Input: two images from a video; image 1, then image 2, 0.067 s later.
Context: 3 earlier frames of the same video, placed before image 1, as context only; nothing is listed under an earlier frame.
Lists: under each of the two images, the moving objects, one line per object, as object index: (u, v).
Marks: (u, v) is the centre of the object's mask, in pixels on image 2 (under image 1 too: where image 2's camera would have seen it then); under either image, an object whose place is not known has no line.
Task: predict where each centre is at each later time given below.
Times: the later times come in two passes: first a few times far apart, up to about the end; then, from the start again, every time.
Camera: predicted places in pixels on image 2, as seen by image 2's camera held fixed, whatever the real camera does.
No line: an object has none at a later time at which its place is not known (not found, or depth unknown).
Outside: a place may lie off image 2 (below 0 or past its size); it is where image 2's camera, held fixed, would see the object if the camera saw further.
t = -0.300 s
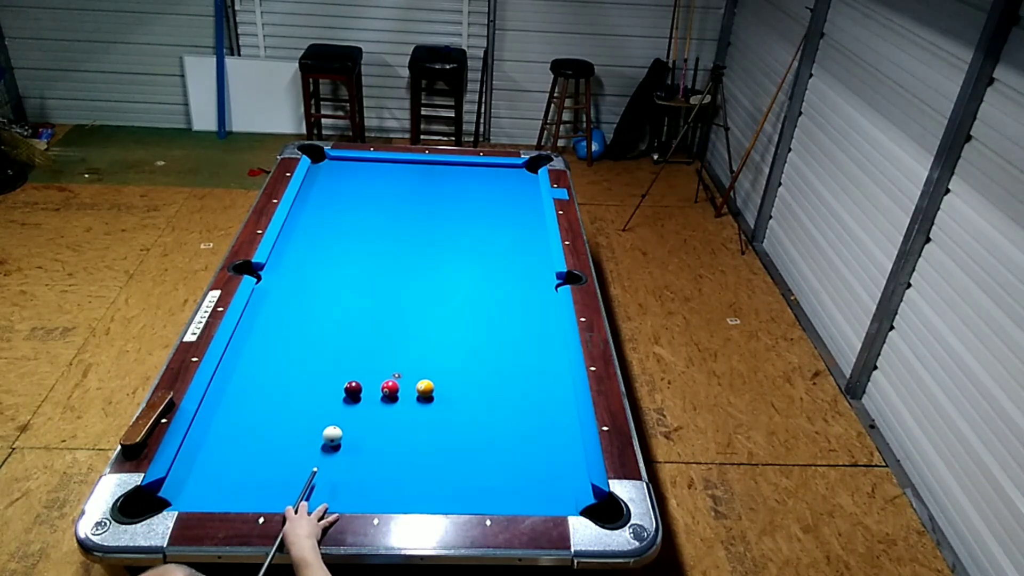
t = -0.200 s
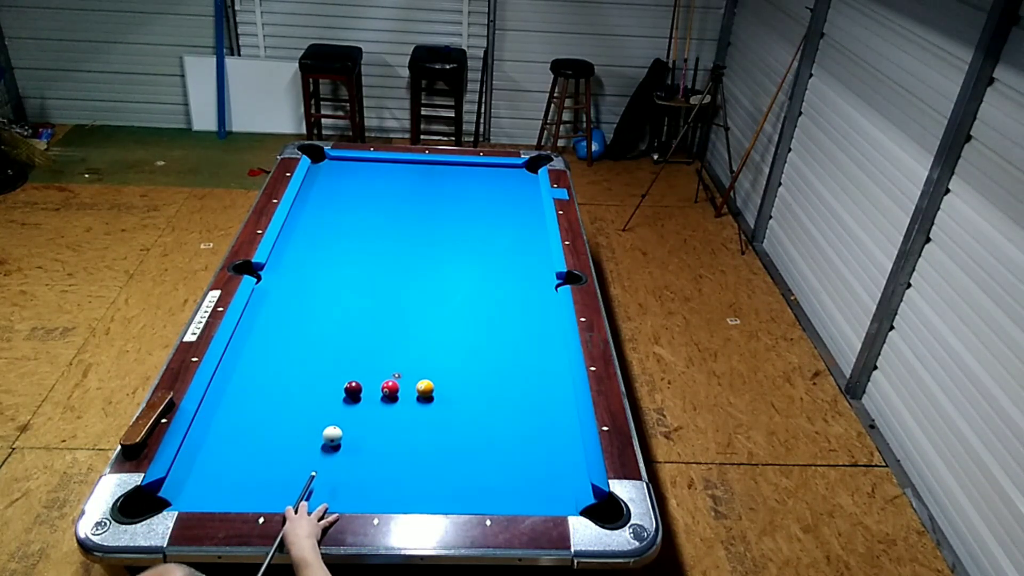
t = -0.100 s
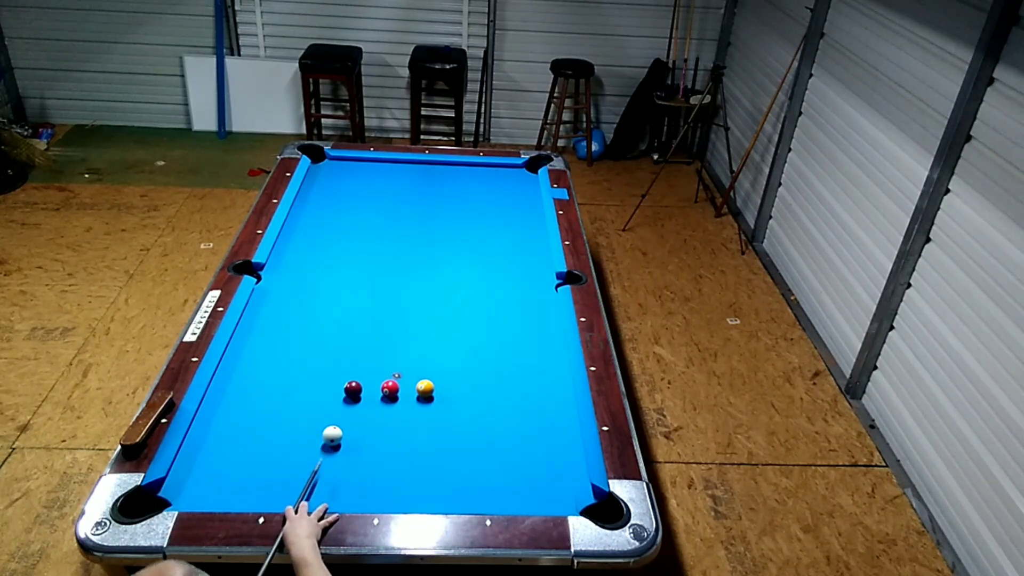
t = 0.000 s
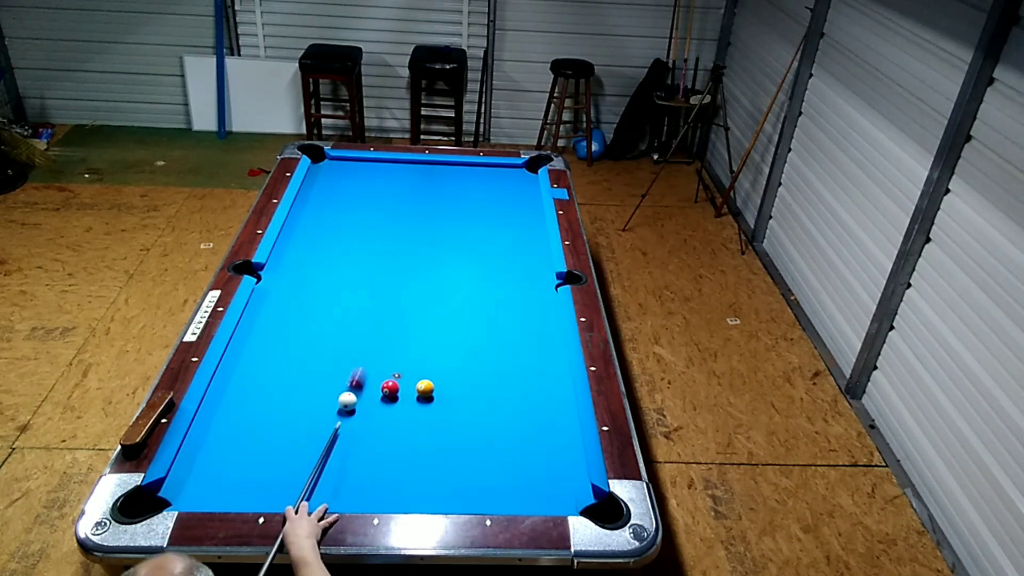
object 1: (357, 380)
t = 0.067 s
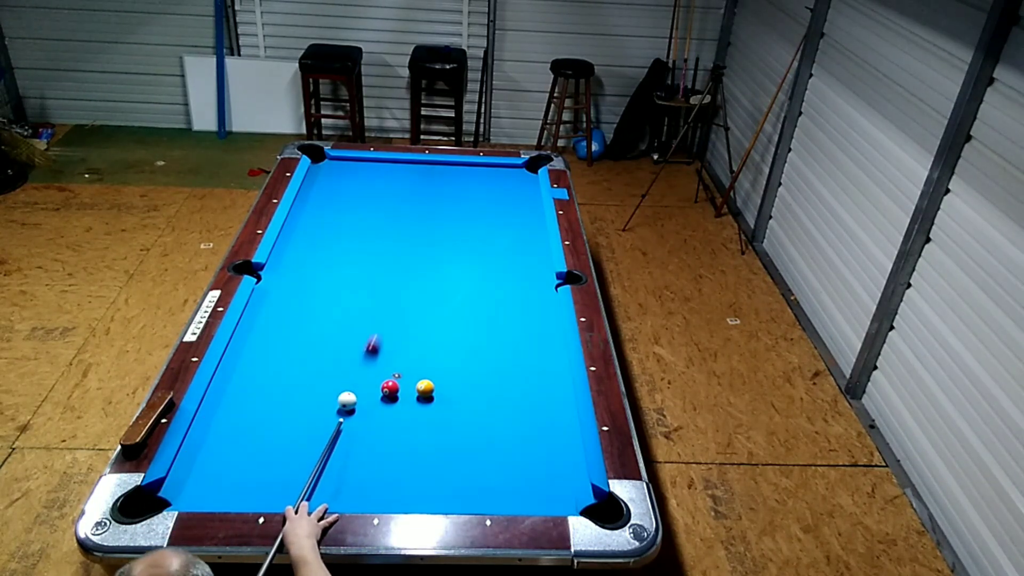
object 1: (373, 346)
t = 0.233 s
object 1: (401, 284)
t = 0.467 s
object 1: (427, 227)
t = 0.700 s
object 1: (448, 183)
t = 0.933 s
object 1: (459, 176)
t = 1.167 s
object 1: (466, 202)
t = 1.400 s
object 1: (473, 226)
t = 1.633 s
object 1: (480, 253)
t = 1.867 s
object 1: (489, 282)
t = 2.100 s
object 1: (499, 315)
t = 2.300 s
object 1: (508, 345)
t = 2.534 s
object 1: (519, 383)
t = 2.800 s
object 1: (534, 433)
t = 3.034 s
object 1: (548, 482)
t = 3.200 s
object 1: (555, 489)
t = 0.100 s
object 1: (379, 331)
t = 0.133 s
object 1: (386, 317)
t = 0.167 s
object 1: (391, 305)
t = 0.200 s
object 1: (396, 295)
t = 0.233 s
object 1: (401, 284)
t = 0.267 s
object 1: (405, 275)
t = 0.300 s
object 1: (409, 266)
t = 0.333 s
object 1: (413, 258)
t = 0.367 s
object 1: (417, 250)
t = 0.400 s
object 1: (420, 242)
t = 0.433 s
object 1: (424, 234)
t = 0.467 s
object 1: (427, 227)
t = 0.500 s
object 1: (430, 220)
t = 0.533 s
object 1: (434, 213)
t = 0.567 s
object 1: (436, 207)
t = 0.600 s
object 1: (440, 200)
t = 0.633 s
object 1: (442, 194)
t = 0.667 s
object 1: (445, 189)
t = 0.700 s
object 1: (448, 183)
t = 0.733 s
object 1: (450, 177)
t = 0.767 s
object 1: (453, 172)
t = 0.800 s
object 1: (455, 166)
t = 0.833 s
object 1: (456, 166)
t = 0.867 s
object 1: (457, 169)
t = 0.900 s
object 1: (458, 173)
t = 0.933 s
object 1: (459, 176)
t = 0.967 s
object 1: (460, 179)
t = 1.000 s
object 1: (460, 182)
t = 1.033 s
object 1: (461, 185)
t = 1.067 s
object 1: (463, 191)
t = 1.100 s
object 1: (464, 195)
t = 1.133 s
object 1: (465, 198)
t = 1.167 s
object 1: (466, 202)
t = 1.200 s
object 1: (467, 205)
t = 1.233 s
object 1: (468, 208)
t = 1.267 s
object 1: (469, 212)
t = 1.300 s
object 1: (469, 215)
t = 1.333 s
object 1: (470, 219)
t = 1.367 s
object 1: (472, 222)
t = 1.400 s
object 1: (473, 226)
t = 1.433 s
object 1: (474, 230)
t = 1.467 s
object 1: (475, 233)
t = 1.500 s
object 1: (476, 237)
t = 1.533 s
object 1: (477, 241)
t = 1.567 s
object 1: (478, 245)
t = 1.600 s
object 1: (479, 249)
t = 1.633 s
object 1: (480, 253)
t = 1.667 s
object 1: (481, 256)
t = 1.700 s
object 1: (483, 261)
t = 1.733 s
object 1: (484, 265)
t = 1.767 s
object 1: (485, 269)
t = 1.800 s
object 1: (486, 273)
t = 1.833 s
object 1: (487, 277)
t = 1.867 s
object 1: (489, 282)
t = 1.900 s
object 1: (490, 287)
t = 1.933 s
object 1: (492, 291)
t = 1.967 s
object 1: (493, 296)
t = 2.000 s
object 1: (494, 300)
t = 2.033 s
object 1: (495, 305)
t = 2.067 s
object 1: (497, 310)
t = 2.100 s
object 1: (499, 315)
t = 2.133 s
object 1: (500, 320)
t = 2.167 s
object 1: (502, 325)
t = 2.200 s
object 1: (503, 329)
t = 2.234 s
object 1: (504, 334)
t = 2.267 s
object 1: (506, 340)
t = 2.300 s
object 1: (508, 345)
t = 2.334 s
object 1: (509, 350)
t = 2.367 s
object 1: (511, 355)
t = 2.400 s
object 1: (512, 361)
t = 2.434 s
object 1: (514, 367)
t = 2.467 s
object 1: (516, 372)
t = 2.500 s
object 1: (517, 378)
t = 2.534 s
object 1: (519, 383)
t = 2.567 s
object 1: (521, 389)
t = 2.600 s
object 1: (522, 395)
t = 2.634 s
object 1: (524, 401)
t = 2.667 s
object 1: (526, 408)
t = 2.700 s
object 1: (528, 414)
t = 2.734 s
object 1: (530, 420)
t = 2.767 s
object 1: (532, 426)
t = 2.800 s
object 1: (534, 433)
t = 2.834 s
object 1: (536, 440)
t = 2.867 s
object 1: (538, 447)
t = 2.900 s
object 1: (540, 454)
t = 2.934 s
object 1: (542, 461)
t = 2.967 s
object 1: (544, 468)
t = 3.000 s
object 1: (547, 475)
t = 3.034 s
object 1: (548, 482)
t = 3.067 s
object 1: (551, 490)
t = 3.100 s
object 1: (553, 496)
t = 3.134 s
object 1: (554, 496)
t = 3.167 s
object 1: (554, 493)
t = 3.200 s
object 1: (555, 489)
